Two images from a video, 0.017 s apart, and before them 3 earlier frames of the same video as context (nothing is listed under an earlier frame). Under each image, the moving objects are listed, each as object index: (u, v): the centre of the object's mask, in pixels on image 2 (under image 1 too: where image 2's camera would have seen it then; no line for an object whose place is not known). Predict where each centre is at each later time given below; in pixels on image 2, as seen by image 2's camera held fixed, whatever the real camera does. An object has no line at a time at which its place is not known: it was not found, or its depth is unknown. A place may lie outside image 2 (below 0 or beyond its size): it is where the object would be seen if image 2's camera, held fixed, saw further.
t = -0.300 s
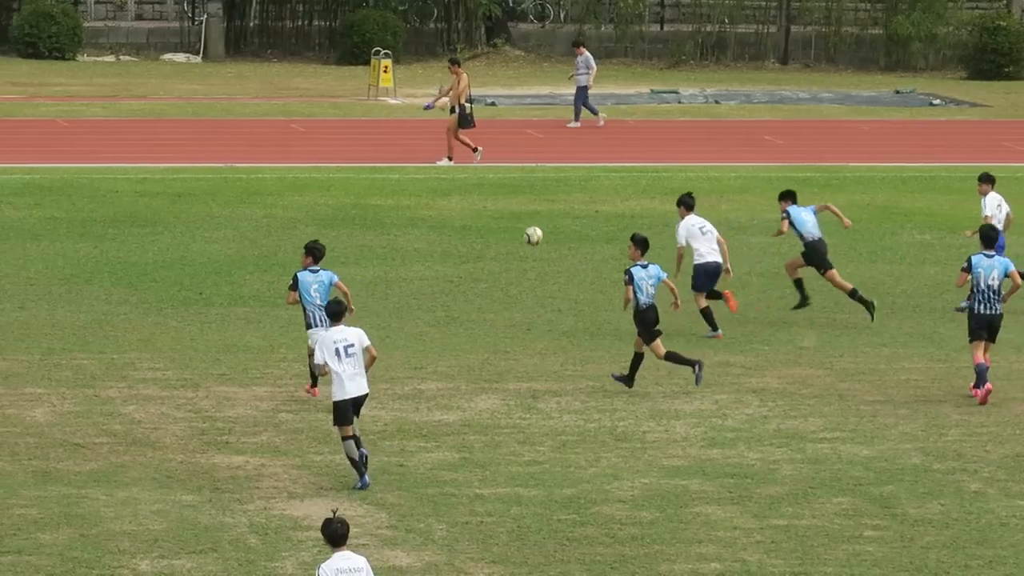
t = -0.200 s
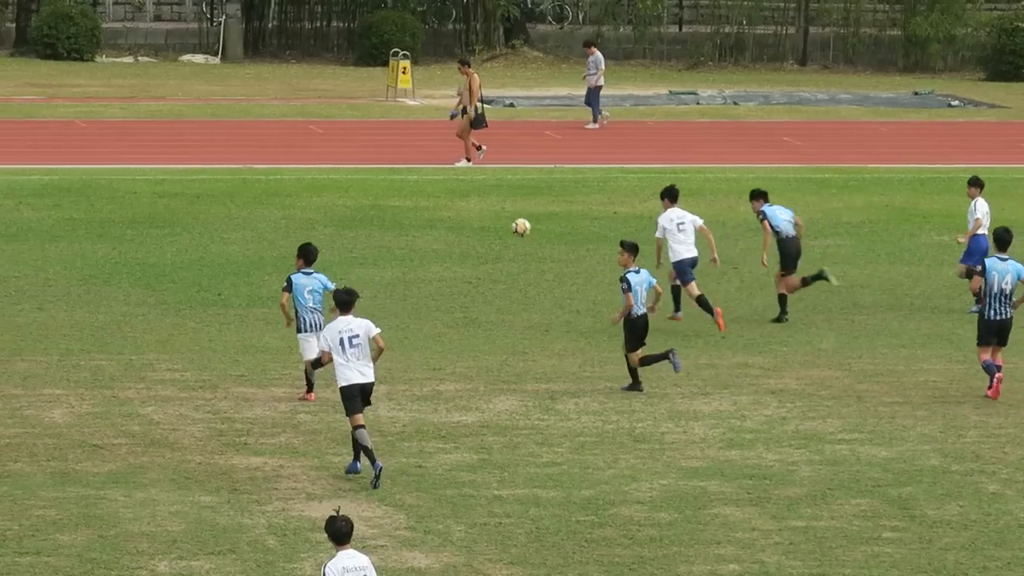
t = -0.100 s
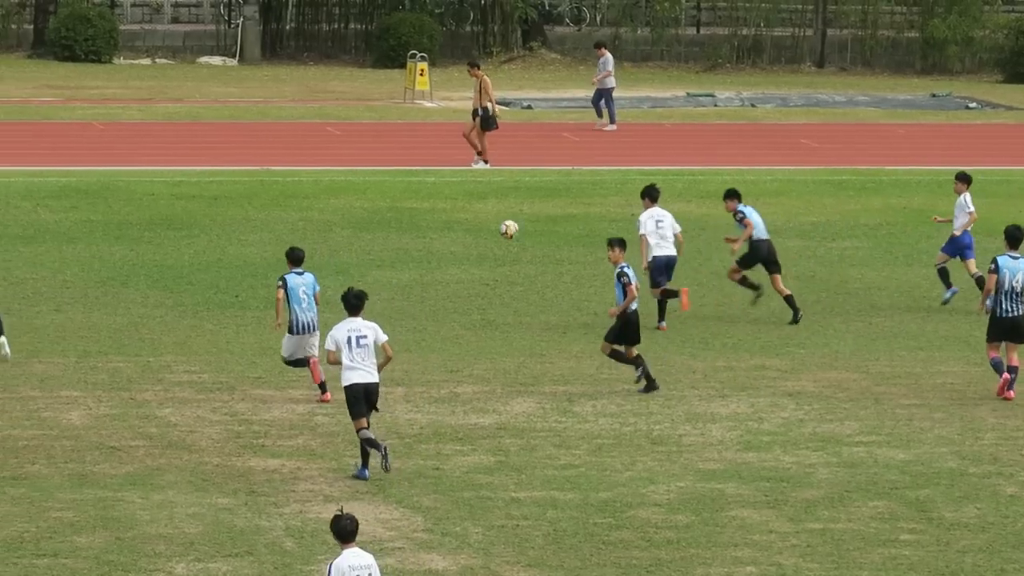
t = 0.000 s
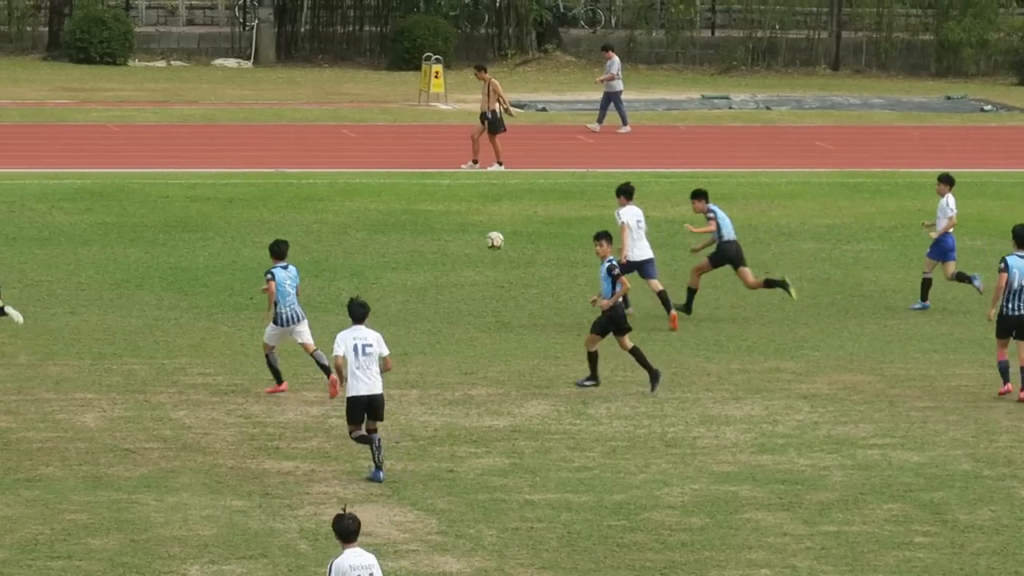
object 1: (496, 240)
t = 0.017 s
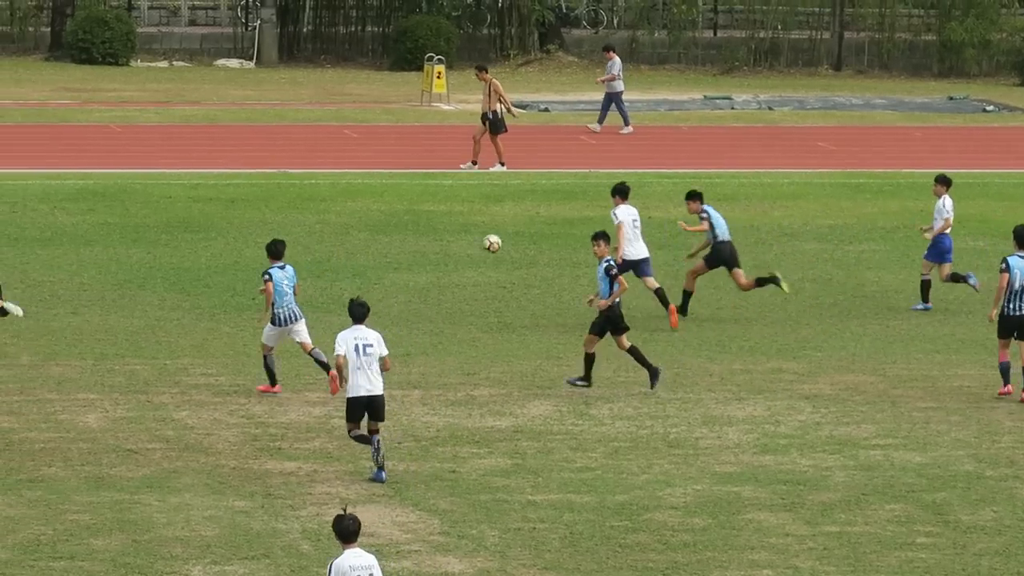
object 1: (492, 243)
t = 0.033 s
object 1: (487, 246)
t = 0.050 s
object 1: (483, 248)
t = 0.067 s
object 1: (478, 252)
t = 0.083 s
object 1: (475, 256)
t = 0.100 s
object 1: (471, 259)
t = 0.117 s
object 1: (467, 263)
